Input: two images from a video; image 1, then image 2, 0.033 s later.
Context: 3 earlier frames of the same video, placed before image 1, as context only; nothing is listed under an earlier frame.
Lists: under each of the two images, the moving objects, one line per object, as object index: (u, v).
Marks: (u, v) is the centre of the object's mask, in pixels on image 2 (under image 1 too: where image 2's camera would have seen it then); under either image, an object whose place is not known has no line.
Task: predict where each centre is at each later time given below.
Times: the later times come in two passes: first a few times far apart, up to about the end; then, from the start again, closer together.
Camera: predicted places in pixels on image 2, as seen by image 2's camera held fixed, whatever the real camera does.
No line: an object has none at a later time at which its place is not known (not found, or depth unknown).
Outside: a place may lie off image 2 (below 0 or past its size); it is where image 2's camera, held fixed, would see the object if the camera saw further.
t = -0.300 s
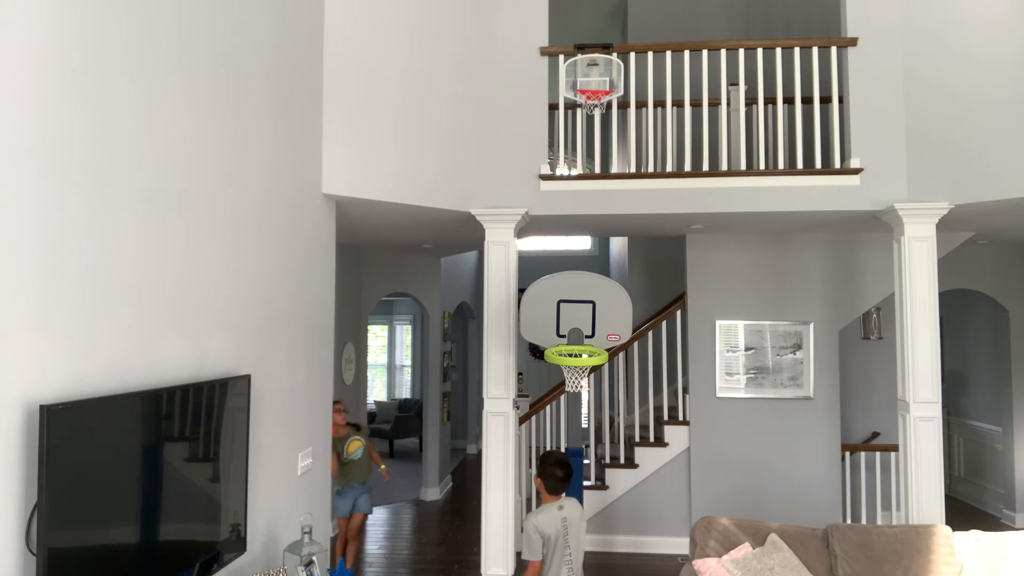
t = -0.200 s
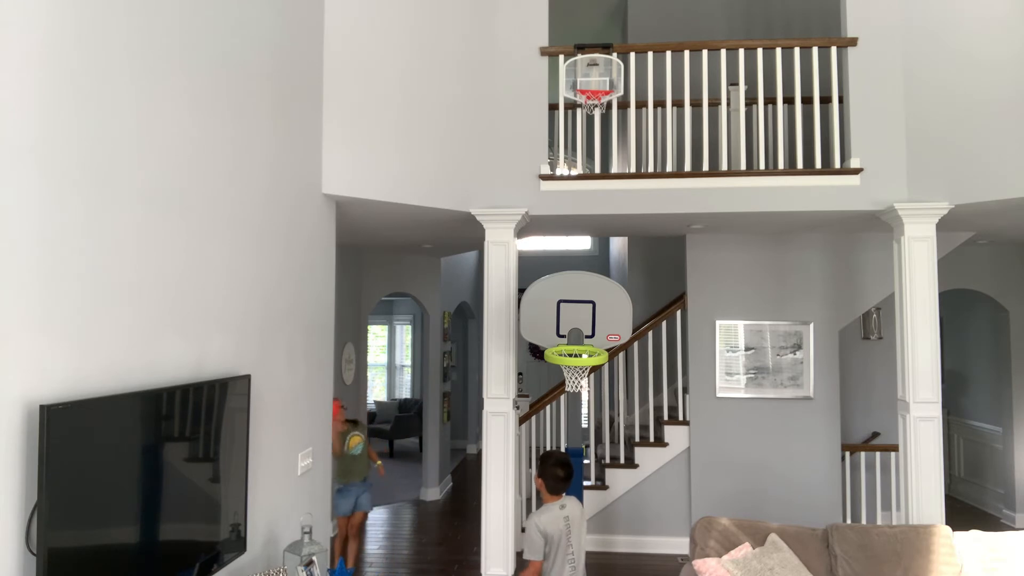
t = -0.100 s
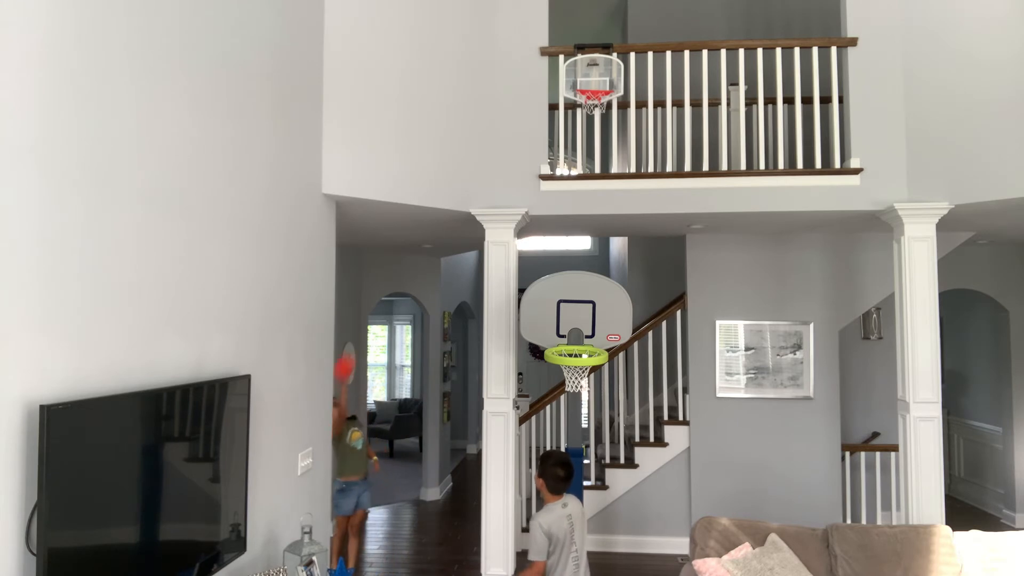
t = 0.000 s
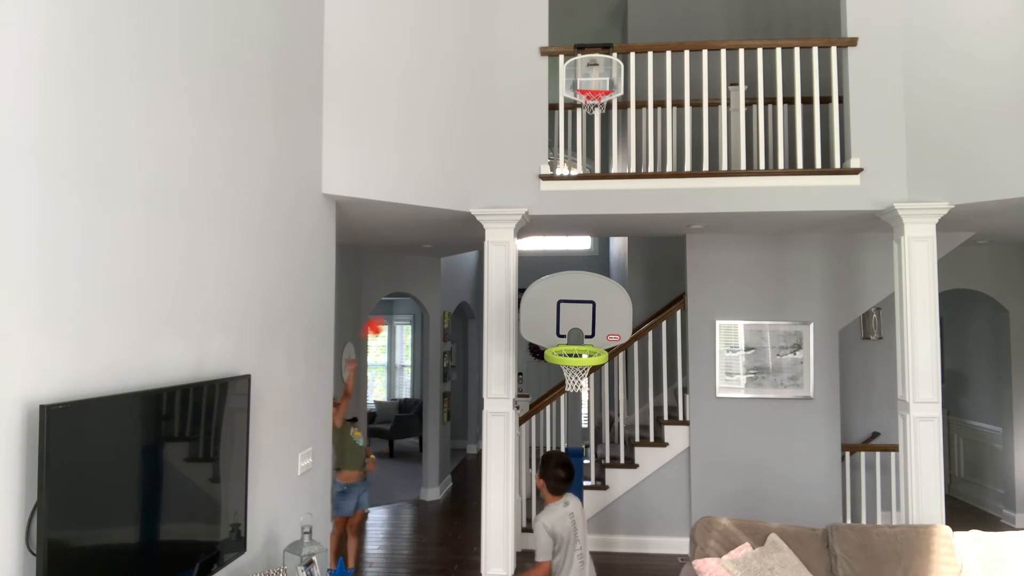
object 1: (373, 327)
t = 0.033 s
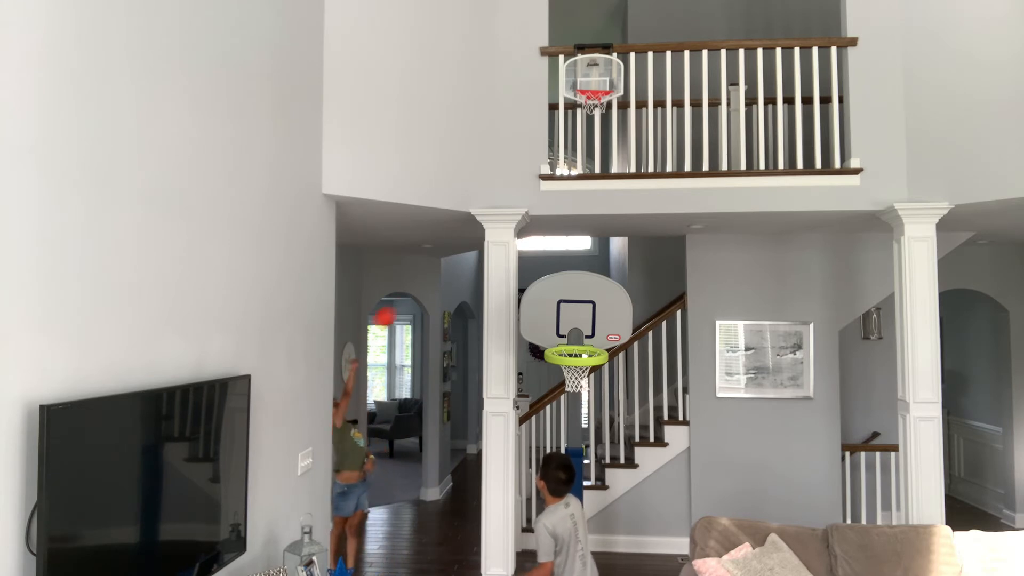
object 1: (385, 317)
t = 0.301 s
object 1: (466, 293)
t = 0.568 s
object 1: (548, 369)
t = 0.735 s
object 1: (591, 458)
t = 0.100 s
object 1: (405, 303)
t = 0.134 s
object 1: (415, 298)
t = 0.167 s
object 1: (425, 293)
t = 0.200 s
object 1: (436, 291)
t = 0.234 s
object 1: (446, 290)
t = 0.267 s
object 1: (455, 291)
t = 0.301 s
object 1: (466, 293)
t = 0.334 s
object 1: (475, 296)
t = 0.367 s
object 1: (484, 301)
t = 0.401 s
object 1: (496, 308)
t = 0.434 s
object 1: (506, 317)
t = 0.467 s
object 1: (513, 327)
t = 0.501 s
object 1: (526, 343)
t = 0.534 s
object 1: (535, 353)
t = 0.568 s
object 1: (548, 369)
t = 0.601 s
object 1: (556, 381)
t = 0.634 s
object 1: (569, 401)
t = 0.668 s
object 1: (574, 416)
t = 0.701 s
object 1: (583, 437)
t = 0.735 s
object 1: (591, 458)
